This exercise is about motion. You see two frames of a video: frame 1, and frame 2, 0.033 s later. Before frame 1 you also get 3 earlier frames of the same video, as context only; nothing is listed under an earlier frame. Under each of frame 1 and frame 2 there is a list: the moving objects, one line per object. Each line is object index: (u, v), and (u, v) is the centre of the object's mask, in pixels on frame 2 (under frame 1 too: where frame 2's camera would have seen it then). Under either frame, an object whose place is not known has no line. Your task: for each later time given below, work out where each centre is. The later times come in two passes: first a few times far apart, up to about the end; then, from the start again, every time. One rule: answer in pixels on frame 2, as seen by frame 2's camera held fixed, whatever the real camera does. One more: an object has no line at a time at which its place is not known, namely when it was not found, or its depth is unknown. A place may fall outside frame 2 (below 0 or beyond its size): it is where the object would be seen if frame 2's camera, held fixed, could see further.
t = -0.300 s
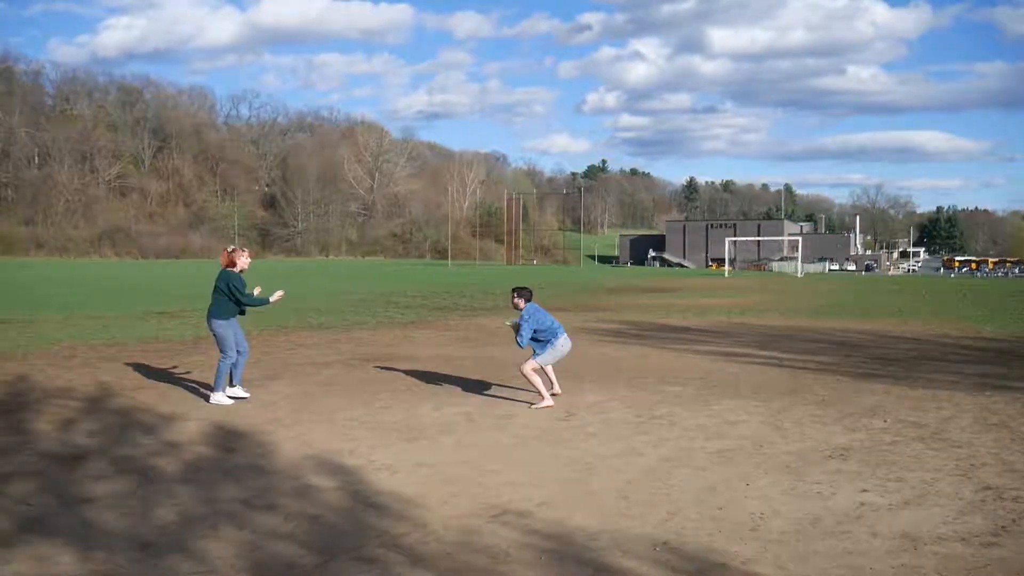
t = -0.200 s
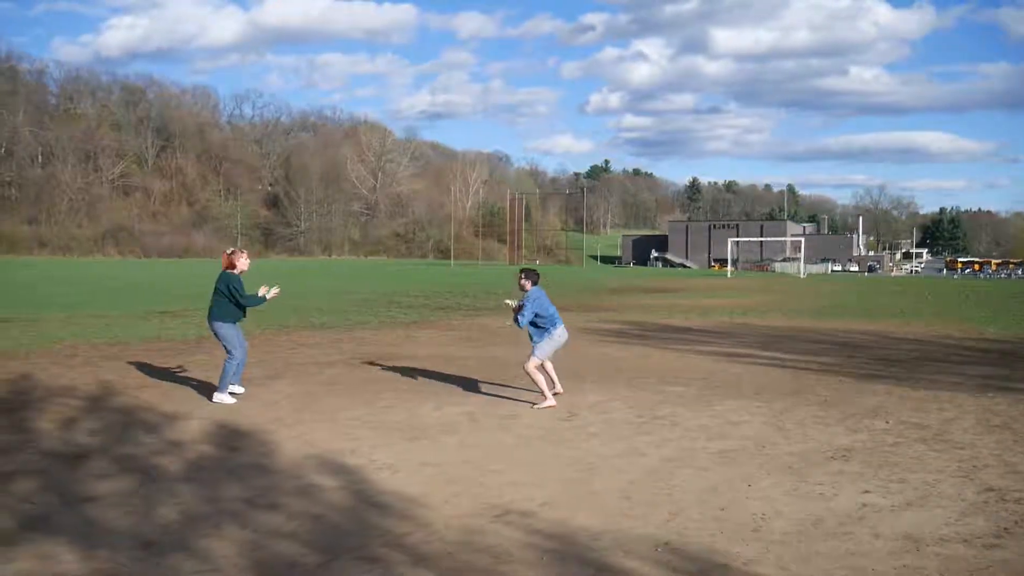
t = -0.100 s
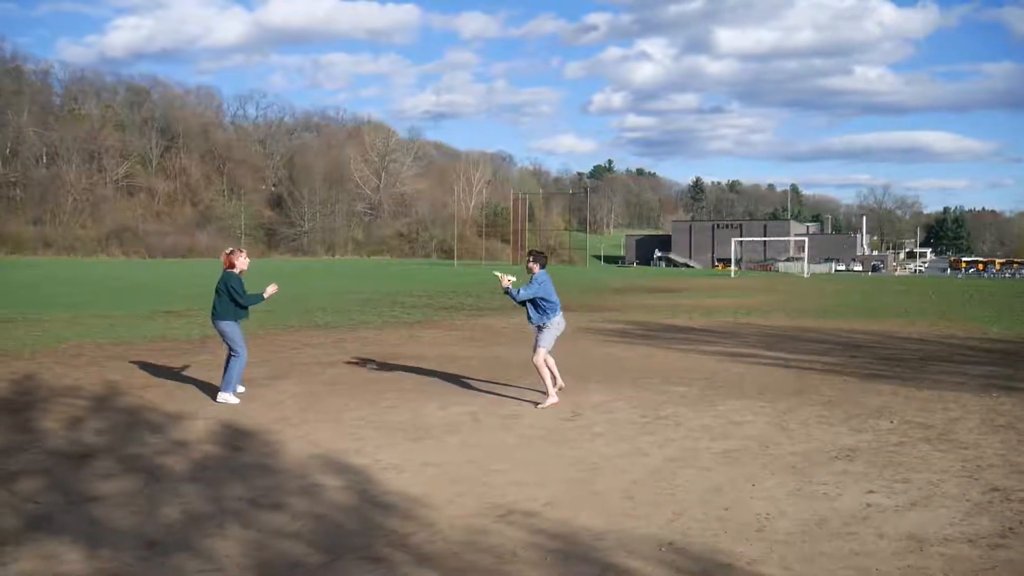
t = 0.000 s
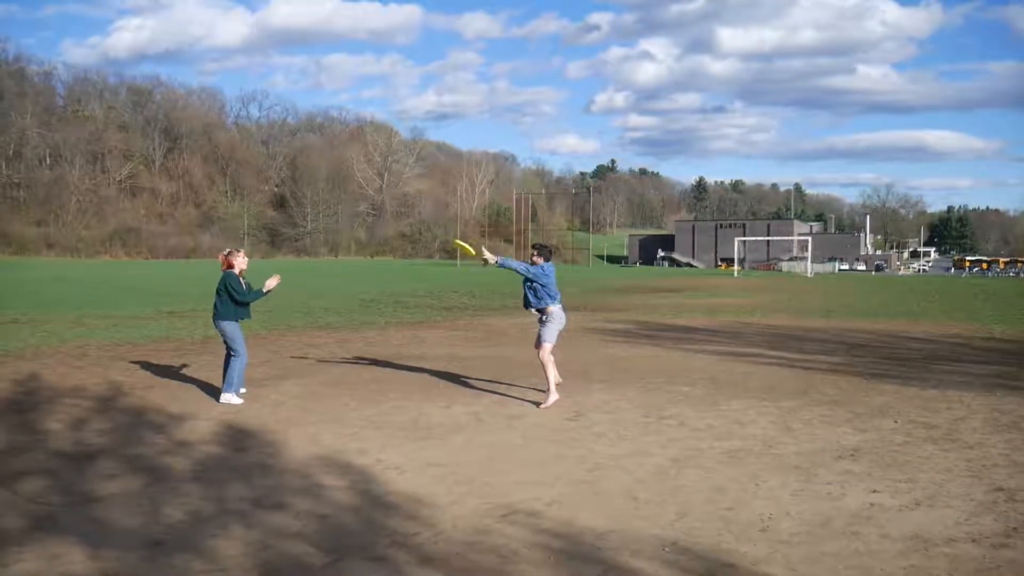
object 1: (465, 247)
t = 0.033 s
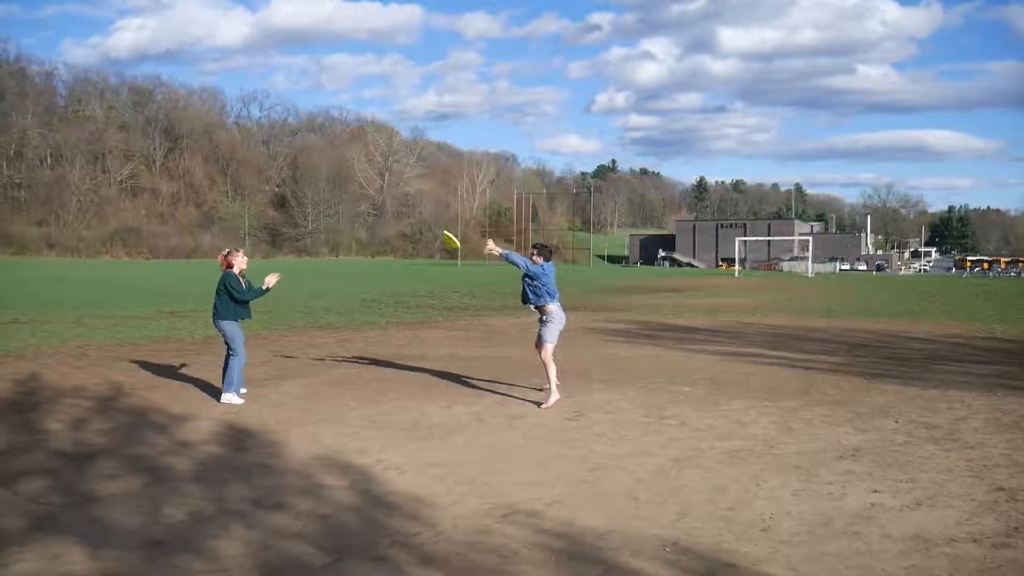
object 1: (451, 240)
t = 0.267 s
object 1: (370, 199)
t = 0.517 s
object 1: (316, 216)
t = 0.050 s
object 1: (443, 236)
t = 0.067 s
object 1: (436, 232)
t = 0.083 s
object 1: (428, 229)
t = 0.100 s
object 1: (422, 225)
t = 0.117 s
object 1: (415, 221)
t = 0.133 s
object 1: (409, 217)
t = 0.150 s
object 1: (403, 214)
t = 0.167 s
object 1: (397, 211)
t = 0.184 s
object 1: (393, 208)
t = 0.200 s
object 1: (388, 207)
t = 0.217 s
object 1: (383, 204)
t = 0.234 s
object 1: (379, 203)
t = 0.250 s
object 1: (375, 200)
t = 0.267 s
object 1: (370, 199)
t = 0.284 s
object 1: (366, 198)
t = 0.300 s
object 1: (363, 197)
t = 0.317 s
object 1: (359, 197)
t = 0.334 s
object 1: (355, 198)
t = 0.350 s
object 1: (351, 199)
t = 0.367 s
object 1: (347, 199)
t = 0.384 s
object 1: (343, 201)
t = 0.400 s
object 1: (340, 202)
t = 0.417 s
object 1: (336, 203)
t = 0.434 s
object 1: (332, 204)
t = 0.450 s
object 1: (329, 207)
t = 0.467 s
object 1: (326, 209)
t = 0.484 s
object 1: (322, 211)
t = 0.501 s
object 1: (319, 214)
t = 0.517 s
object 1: (316, 216)
